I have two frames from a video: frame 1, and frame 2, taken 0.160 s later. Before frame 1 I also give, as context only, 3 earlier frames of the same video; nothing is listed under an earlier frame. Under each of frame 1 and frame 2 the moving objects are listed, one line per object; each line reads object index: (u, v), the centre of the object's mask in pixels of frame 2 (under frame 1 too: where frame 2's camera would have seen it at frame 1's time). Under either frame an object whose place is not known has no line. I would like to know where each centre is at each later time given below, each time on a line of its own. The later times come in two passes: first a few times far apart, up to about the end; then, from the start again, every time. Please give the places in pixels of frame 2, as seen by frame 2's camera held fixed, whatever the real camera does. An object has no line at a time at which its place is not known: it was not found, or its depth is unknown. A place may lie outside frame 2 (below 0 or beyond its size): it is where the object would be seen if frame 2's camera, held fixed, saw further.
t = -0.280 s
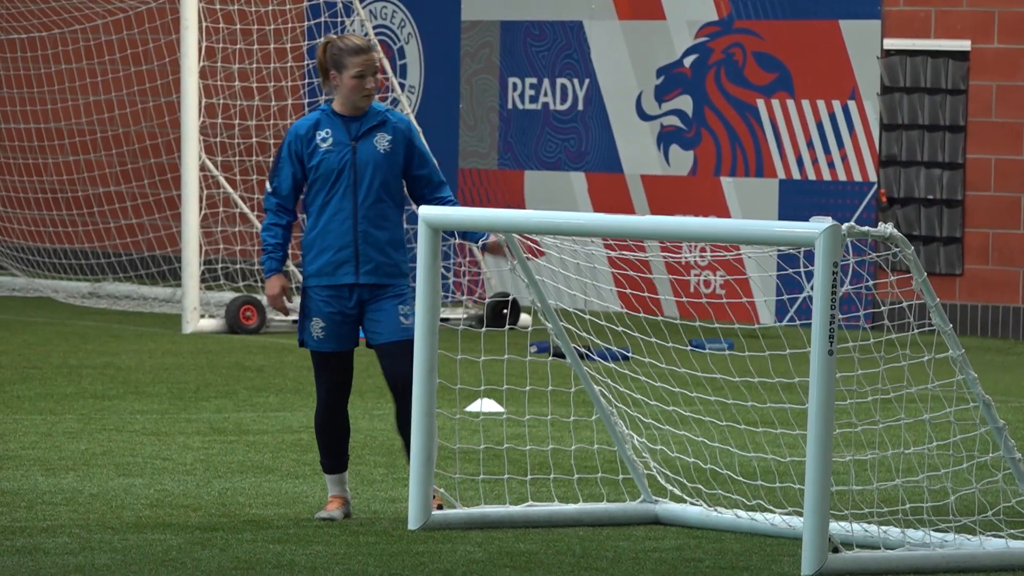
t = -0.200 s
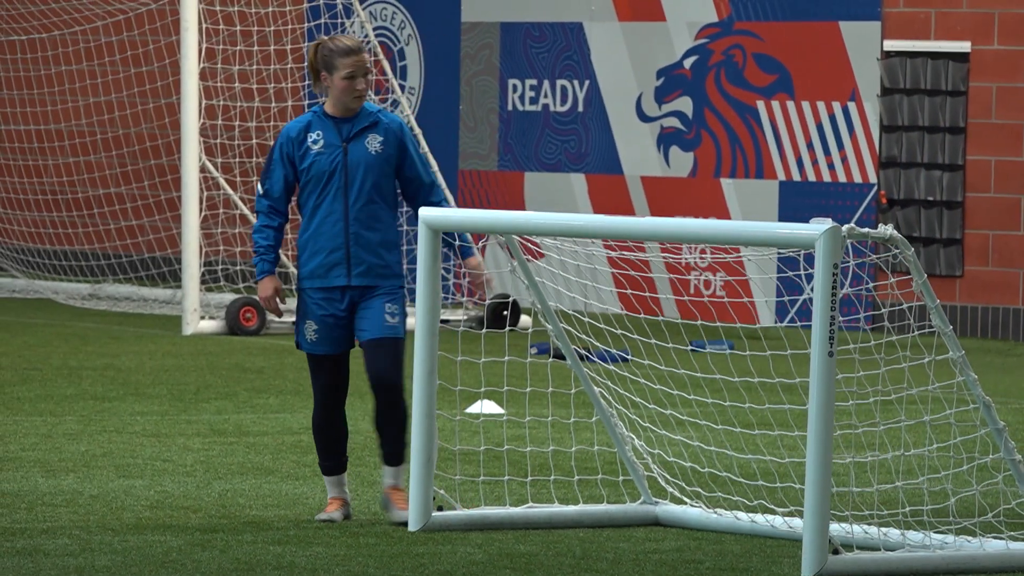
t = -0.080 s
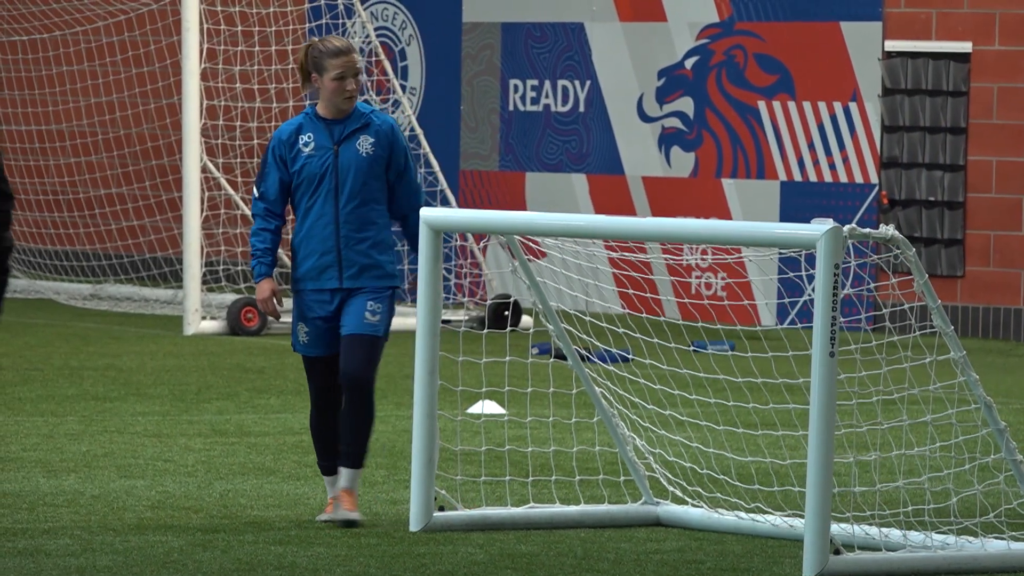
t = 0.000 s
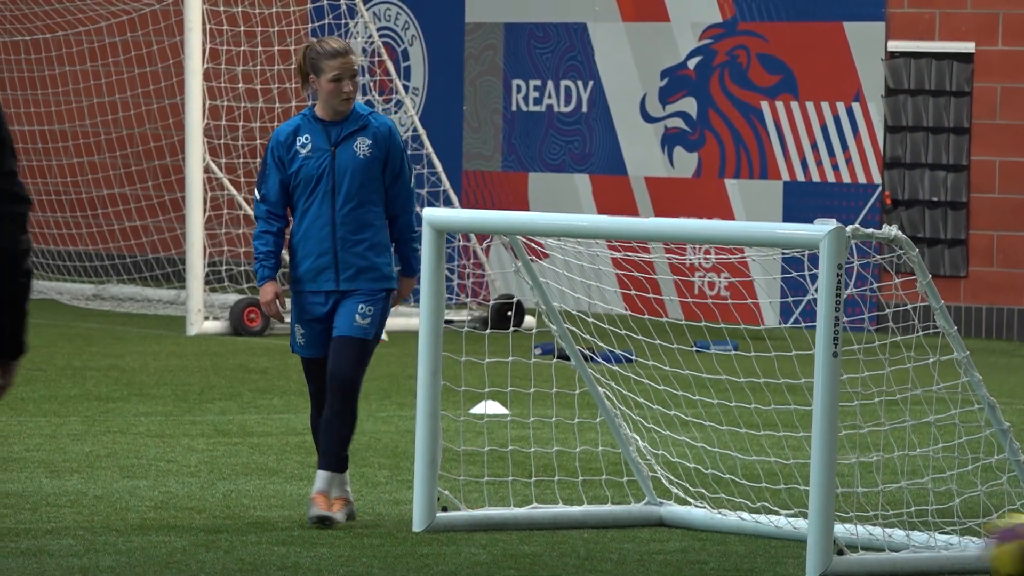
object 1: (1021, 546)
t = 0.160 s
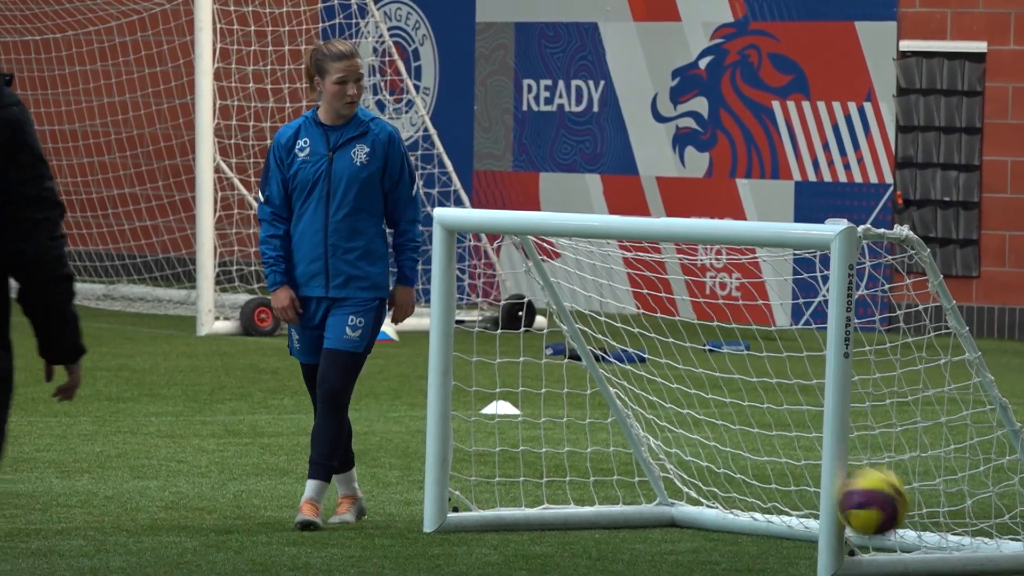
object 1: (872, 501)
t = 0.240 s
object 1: (858, 464)
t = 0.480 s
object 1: (812, 469)
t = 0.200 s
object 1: (865, 480)
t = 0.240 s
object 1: (858, 464)
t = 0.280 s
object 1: (851, 452)
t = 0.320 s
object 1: (843, 444)
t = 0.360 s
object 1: (836, 443)
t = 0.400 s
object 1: (828, 447)
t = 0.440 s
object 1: (821, 456)
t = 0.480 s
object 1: (812, 469)
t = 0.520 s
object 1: (802, 487)
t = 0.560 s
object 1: (794, 514)
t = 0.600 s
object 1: (784, 543)
